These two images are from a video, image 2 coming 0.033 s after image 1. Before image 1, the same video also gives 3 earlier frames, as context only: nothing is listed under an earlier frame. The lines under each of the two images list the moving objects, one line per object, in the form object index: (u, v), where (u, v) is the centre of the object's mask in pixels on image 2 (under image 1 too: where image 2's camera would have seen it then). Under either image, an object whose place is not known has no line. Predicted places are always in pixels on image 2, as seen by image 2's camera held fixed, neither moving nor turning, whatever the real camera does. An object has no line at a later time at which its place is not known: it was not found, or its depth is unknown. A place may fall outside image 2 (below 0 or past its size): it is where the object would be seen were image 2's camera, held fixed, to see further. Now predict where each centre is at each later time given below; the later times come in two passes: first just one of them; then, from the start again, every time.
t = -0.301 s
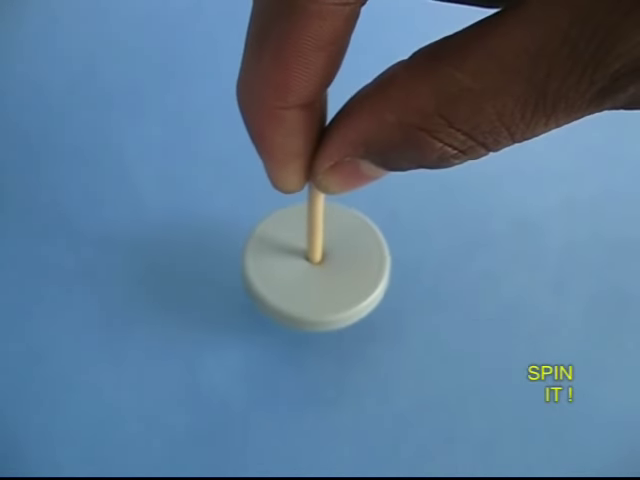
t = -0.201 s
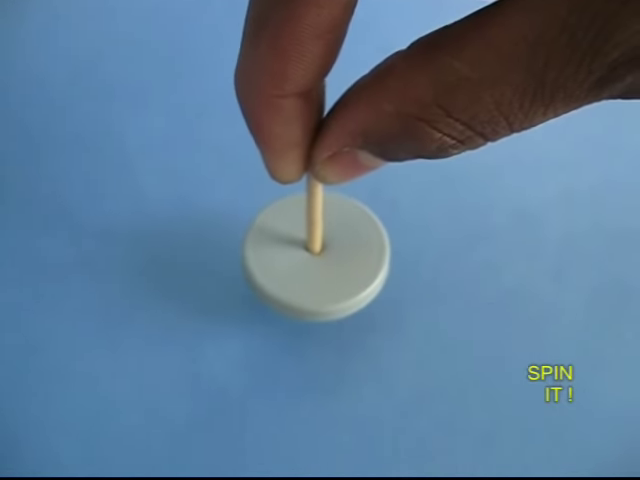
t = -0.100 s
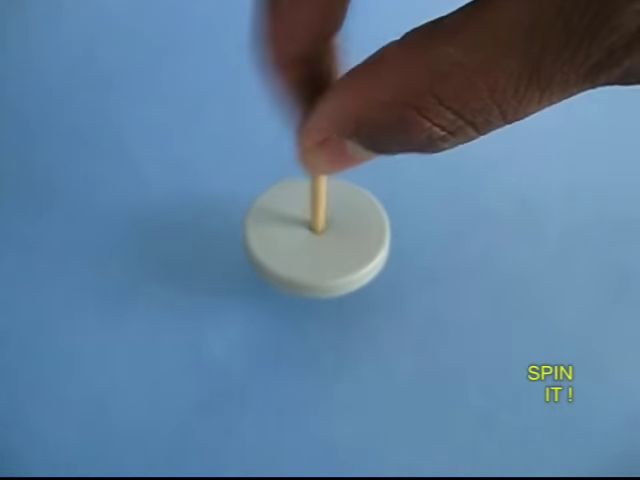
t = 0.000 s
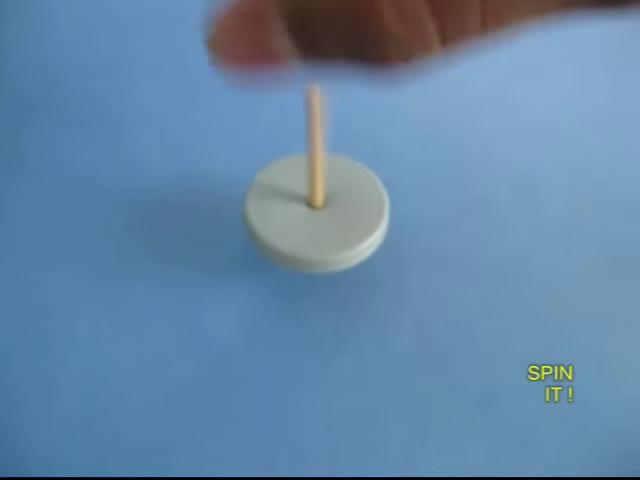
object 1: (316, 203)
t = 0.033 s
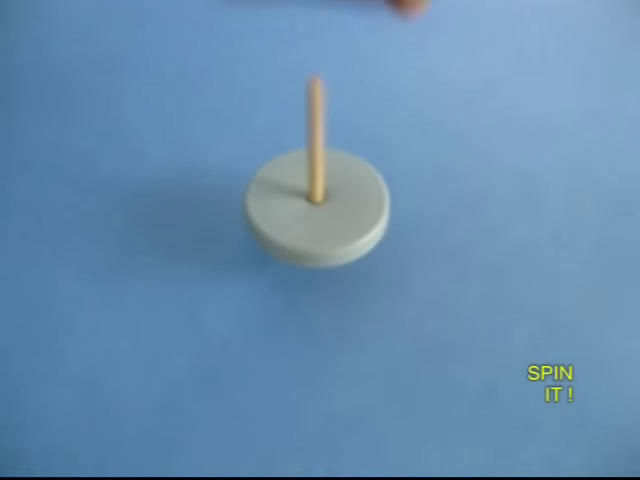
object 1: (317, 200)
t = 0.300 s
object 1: (323, 189)
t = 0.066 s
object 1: (317, 196)
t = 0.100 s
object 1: (318, 195)
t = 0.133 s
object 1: (318, 194)
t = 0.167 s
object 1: (319, 193)
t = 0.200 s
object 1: (320, 191)
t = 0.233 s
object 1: (321, 190)
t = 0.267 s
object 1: (322, 190)
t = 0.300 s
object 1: (323, 189)
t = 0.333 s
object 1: (325, 189)
